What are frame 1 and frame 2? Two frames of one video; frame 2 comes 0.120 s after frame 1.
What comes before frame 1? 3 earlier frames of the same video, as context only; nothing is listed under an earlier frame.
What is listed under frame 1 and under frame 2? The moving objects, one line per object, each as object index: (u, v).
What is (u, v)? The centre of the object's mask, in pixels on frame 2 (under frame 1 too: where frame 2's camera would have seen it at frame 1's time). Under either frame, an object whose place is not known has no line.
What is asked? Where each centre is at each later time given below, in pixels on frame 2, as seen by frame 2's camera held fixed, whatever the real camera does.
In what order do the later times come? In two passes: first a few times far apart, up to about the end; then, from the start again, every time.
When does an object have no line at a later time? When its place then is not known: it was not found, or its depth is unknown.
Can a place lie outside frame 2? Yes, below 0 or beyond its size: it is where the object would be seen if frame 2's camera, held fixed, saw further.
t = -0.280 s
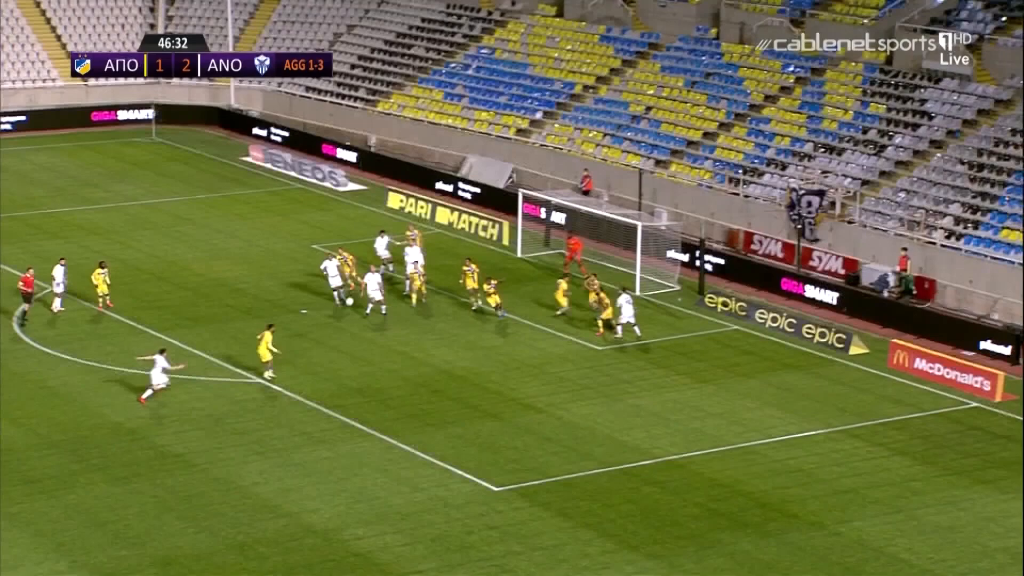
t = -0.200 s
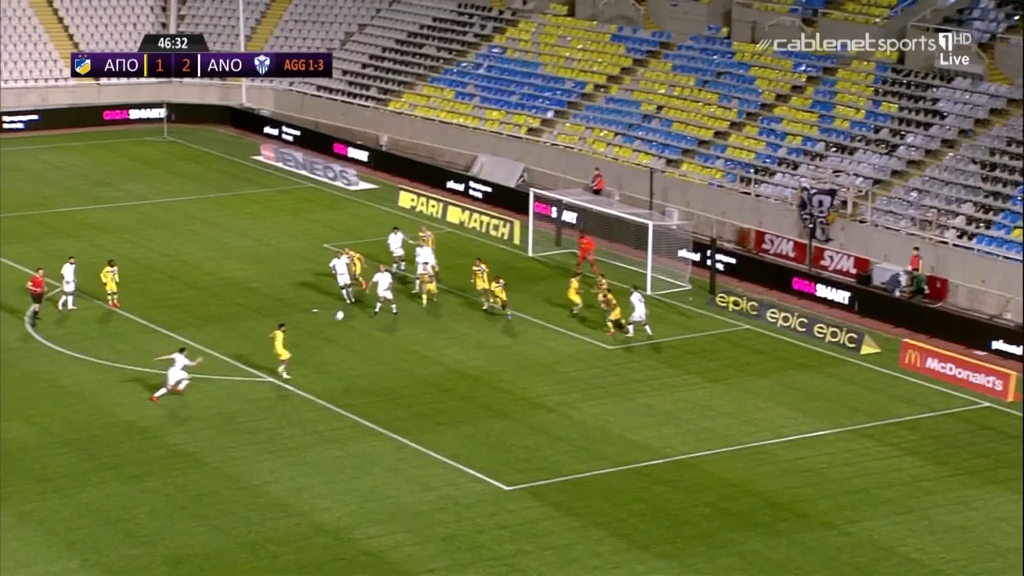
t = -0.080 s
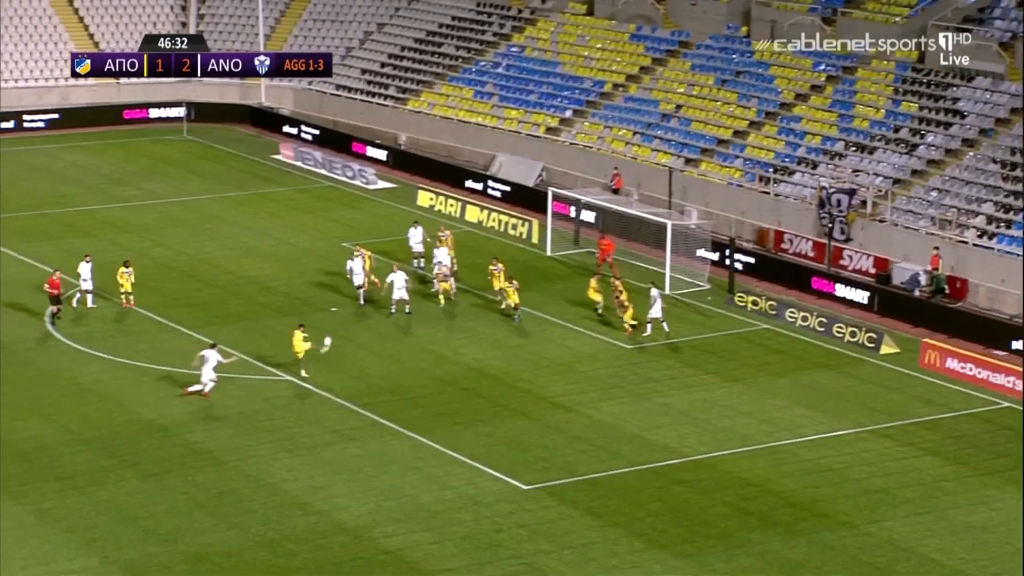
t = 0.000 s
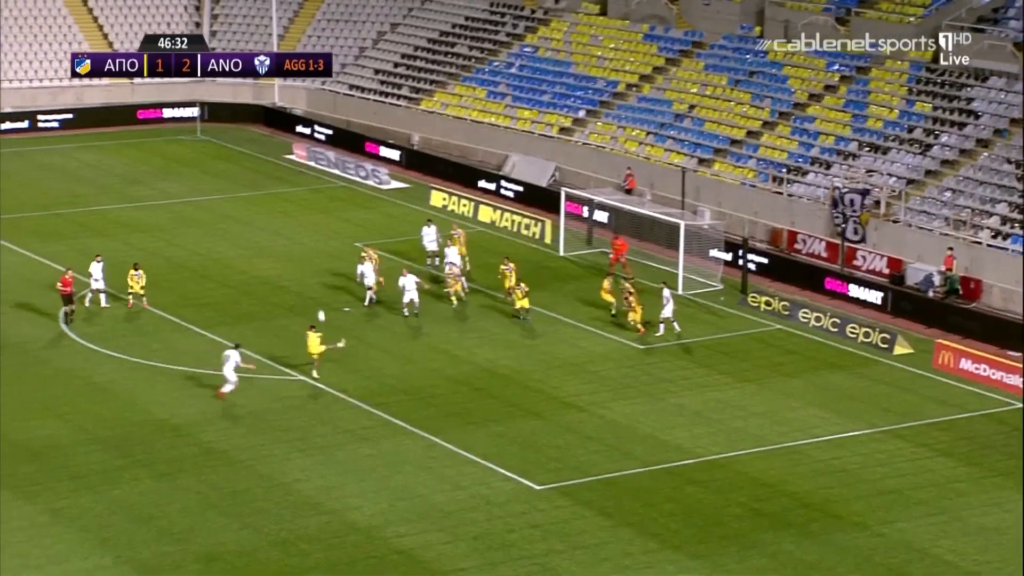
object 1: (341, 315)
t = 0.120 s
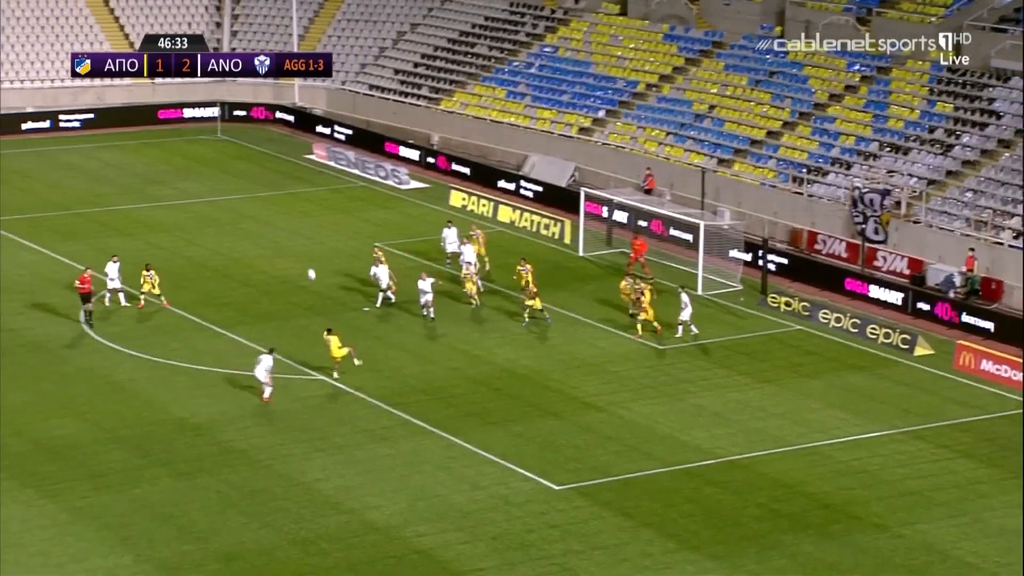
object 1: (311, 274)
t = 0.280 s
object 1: (271, 229)
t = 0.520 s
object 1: (209, 183)
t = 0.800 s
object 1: (136, 161)
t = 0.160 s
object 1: (301, 261)
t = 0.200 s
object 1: (291, 250)
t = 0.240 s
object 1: (281, 239)
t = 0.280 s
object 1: (271, 229)
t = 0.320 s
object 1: (261, 220)
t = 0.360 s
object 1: (251, 211)
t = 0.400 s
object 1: (240, 203)
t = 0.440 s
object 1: (230, 196)
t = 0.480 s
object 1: (220, 189)
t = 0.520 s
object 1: (209, 183)
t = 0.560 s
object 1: (199, 178)
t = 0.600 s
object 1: (188, 174)
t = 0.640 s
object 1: (178, 170)
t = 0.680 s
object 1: (167, 166)
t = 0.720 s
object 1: (157, 164)
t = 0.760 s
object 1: (147, 162)
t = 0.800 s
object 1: (136, 161)
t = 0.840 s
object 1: (126, 160)
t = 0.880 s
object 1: (115, 159)
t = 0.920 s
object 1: (105, 160)
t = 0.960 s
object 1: (94, 161)
